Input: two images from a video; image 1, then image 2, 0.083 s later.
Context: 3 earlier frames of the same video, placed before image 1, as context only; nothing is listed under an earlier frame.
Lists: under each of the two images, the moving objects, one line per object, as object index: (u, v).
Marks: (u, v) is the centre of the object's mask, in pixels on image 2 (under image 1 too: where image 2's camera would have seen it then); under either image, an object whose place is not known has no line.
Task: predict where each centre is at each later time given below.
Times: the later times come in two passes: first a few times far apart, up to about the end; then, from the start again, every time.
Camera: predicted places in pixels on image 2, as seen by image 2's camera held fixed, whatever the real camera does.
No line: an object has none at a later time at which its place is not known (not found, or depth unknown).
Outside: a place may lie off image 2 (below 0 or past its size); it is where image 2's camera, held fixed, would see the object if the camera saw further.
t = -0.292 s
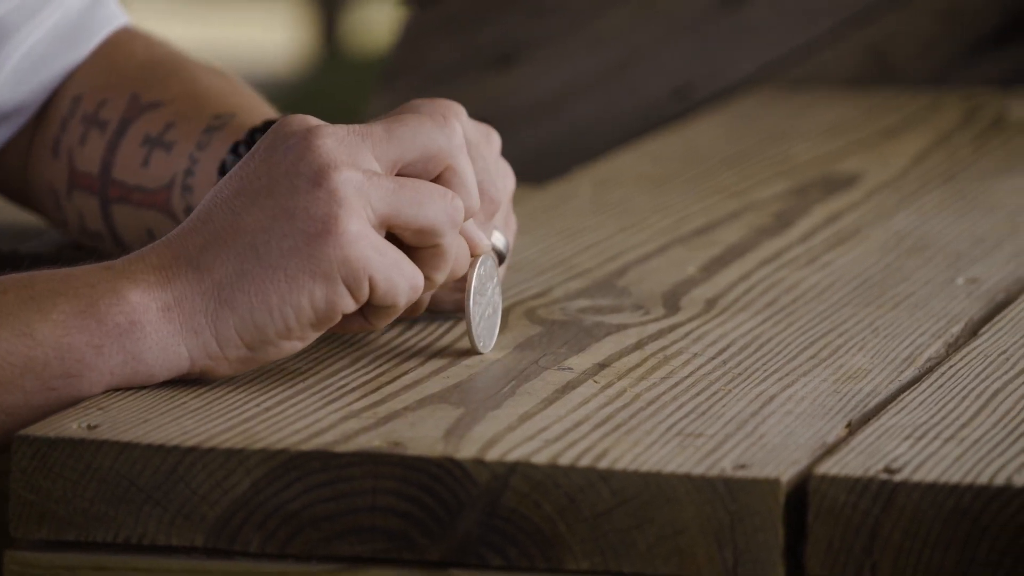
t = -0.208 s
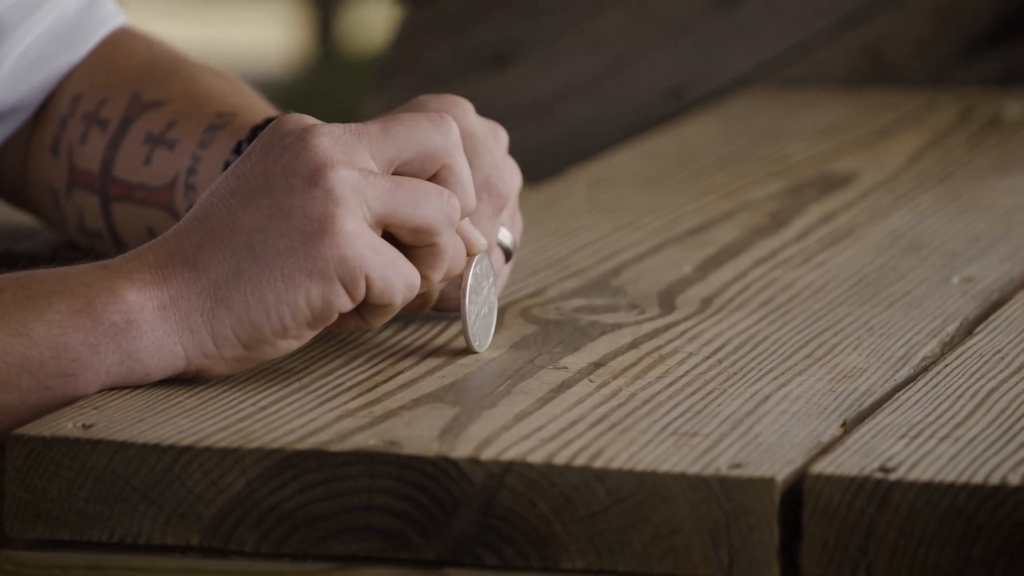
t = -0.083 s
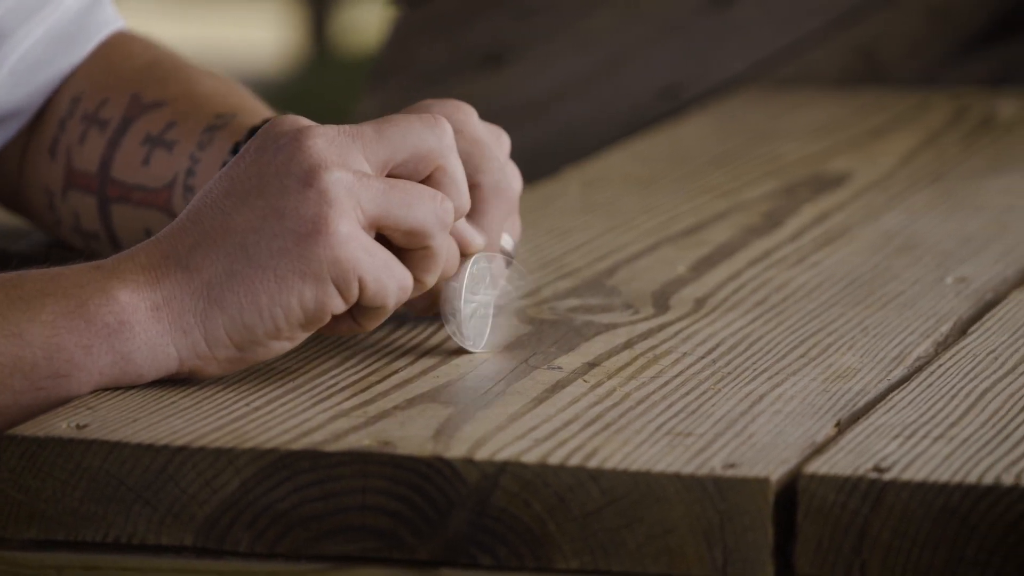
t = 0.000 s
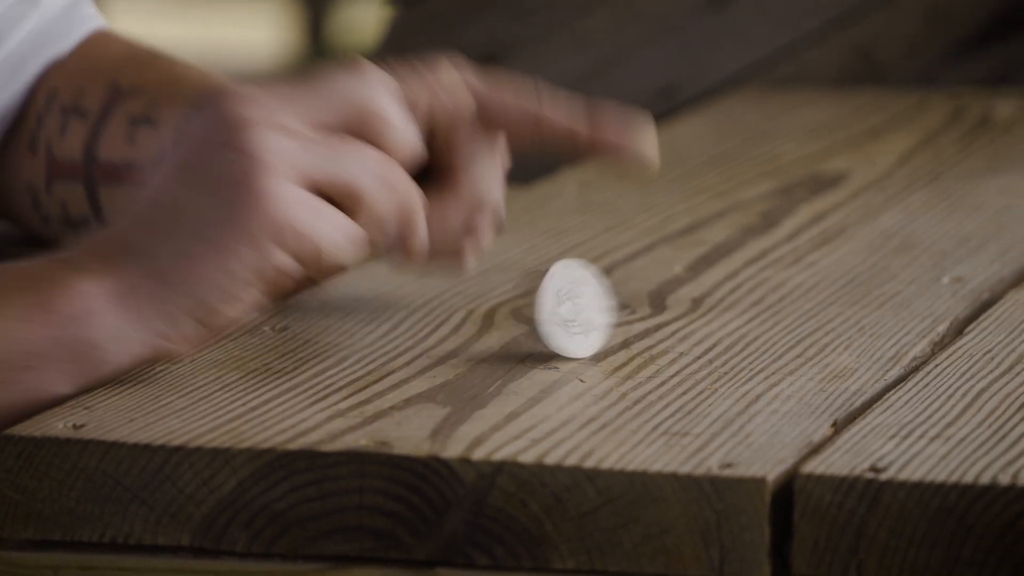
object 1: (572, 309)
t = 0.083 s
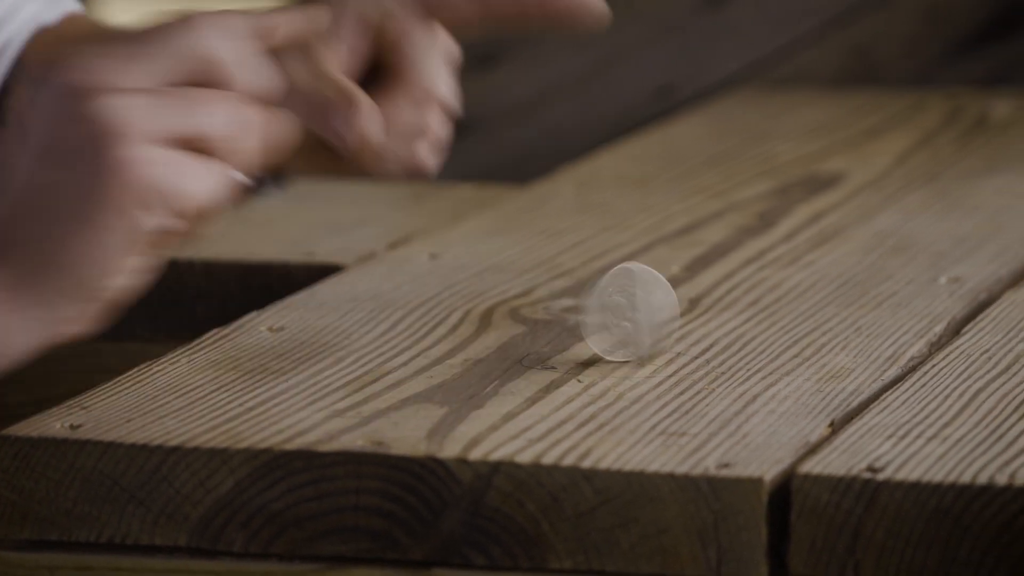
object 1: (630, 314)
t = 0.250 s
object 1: (700, 326)
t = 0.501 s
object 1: (674, 345)
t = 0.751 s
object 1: (587, 355)
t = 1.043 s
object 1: (466, 353)
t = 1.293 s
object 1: (427, 336)
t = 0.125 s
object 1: (662, 319)
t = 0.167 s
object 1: (682, 321)
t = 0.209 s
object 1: (693, 324)
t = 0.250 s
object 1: (700, 326)
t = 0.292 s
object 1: (702, 329)
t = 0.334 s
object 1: (707, 331)
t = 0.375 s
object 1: (699, 335)
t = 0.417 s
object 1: (691, 339)
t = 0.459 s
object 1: (682, 341)
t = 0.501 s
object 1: (674, 345)
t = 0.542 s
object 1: (664, 345)
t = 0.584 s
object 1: (655, 346)
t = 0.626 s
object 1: (644, 349)
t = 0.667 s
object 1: (622, 352)
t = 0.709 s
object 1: (606, 355)
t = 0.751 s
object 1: (587, 355)
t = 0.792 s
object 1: (567, 357)
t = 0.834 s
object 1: (548, 357)
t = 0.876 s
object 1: (527, 359)
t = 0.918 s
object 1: (519, 355)
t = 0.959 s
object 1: (499, 352)
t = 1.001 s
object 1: (483, 357)
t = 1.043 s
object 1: (466, 353)
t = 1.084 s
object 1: (450, 351)
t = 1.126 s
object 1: (447, 350)
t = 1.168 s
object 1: (435, 345)
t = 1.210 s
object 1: (426, 343)
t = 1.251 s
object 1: (425, 343)
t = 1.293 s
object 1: (427, 336)
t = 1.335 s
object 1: (421, 334)
